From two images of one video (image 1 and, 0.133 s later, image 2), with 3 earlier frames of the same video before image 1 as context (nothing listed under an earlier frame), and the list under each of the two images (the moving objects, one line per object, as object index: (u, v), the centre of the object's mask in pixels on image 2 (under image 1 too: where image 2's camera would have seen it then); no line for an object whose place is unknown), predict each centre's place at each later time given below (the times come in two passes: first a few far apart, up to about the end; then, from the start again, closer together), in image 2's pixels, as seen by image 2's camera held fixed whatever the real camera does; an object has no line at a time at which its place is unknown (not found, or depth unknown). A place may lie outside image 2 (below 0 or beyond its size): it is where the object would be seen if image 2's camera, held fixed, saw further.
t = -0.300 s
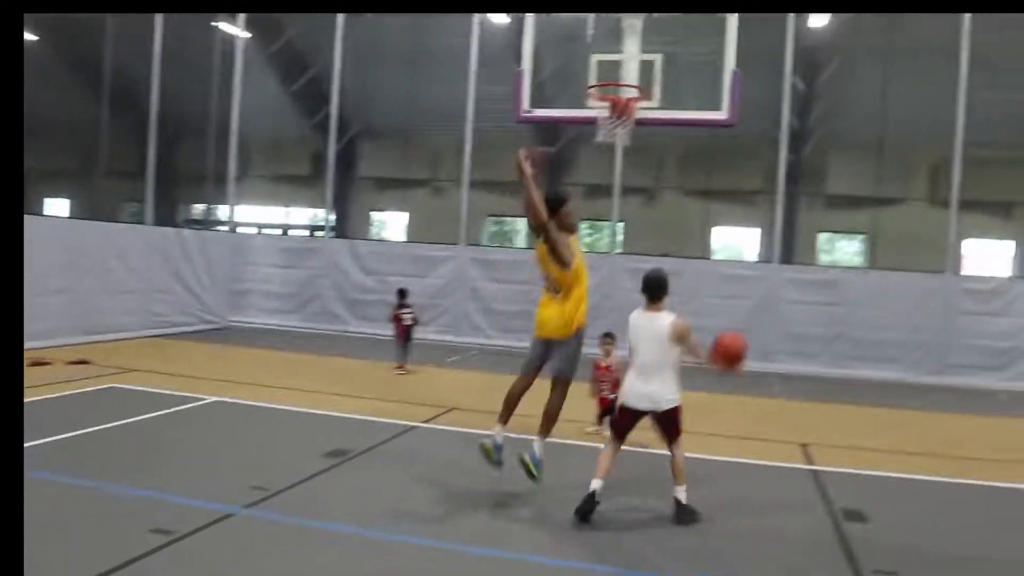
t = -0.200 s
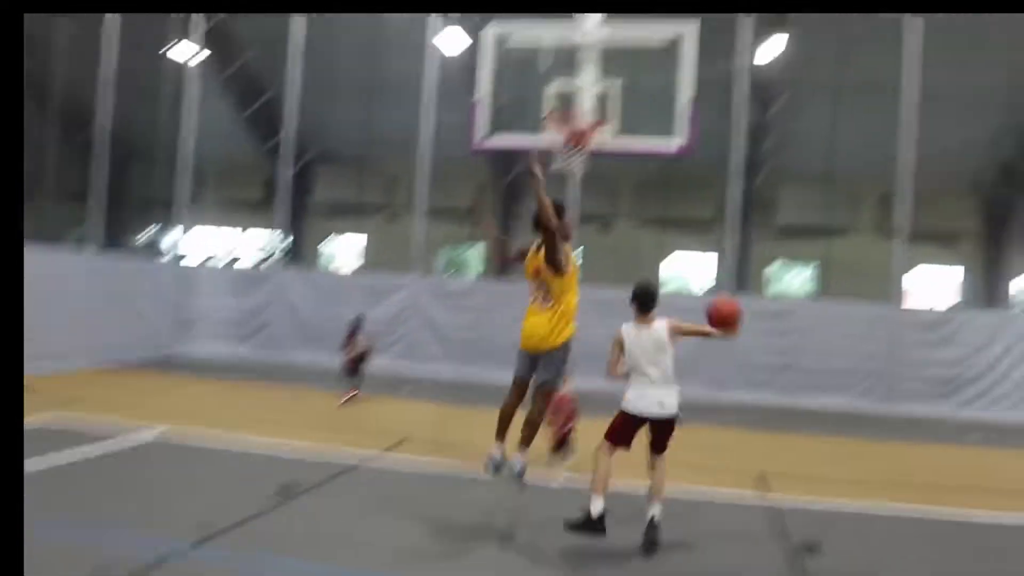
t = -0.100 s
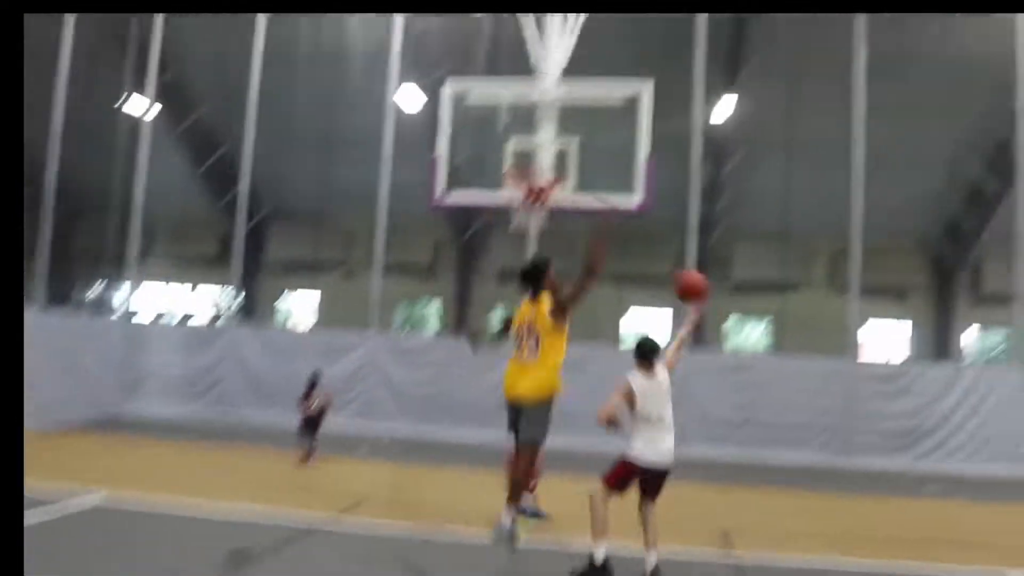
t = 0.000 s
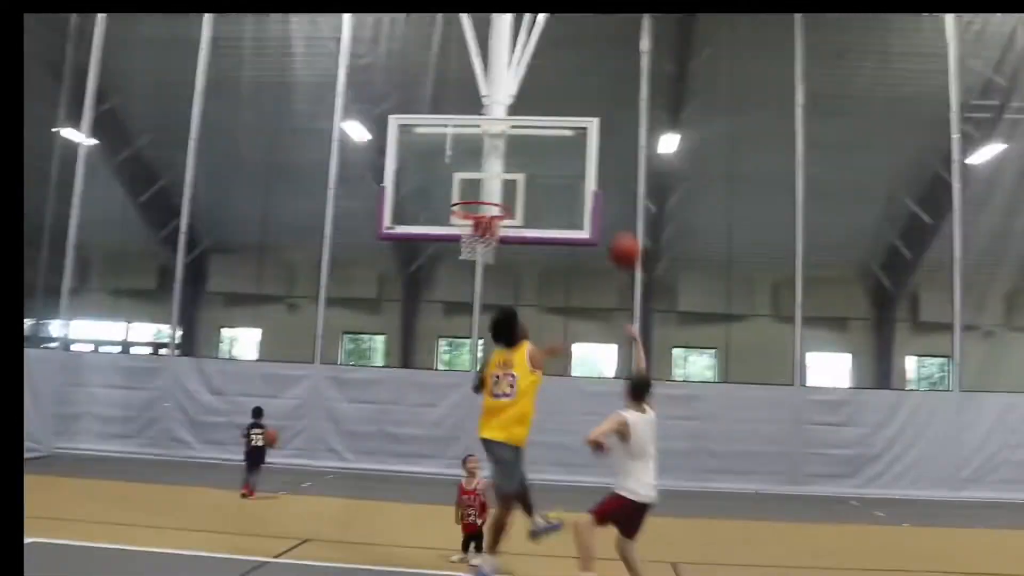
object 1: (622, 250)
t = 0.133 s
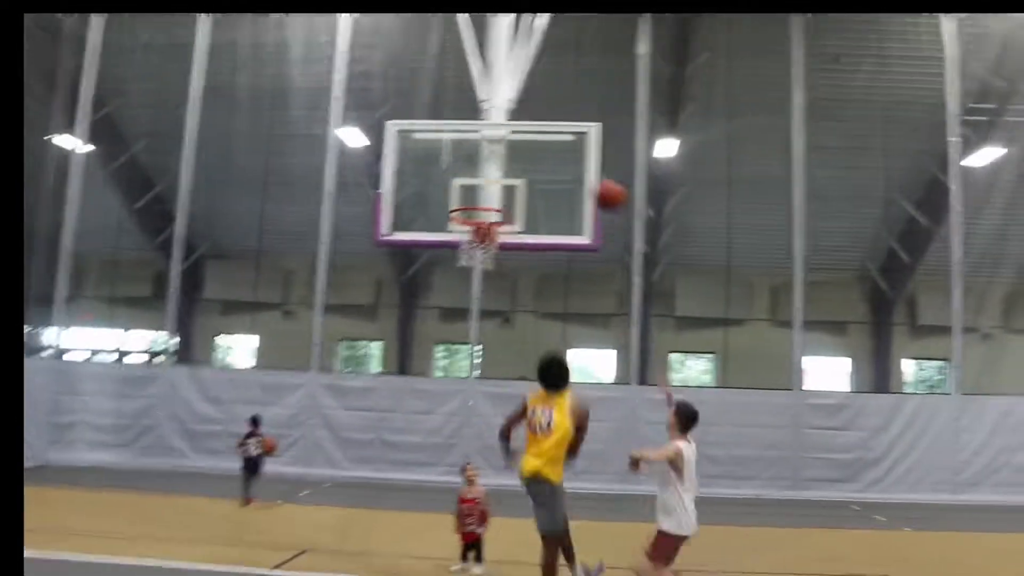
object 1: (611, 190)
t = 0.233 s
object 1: (595, 163)
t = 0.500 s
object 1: (558, 129)
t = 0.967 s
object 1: (472, 253)
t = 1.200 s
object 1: (410, 457)
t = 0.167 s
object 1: (603, 179)
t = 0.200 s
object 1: (599, 170)
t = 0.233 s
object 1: (595, 163)
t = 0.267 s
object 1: (591, 154)
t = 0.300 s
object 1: (585, 153)
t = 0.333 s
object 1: (582, 146)
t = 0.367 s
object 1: (578, 143)
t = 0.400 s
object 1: (566, 133)
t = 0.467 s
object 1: (562, 131)
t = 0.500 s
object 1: (558, 129)
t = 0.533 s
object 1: (553, 128)
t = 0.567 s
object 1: (548, 128)
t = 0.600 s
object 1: (544, 128)
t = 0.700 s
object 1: (527, 141)
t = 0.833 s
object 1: (501, 182)
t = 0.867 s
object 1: (494, 194)
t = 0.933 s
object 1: (478, 232)
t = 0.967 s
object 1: (472, 253)
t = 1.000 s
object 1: (464, 273)
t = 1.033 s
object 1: (457, 297)
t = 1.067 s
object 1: (449, 324)
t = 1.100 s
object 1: (434, 358)
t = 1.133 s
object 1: (427, 389)
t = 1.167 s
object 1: (418, 421)
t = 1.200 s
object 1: (410, 457)
